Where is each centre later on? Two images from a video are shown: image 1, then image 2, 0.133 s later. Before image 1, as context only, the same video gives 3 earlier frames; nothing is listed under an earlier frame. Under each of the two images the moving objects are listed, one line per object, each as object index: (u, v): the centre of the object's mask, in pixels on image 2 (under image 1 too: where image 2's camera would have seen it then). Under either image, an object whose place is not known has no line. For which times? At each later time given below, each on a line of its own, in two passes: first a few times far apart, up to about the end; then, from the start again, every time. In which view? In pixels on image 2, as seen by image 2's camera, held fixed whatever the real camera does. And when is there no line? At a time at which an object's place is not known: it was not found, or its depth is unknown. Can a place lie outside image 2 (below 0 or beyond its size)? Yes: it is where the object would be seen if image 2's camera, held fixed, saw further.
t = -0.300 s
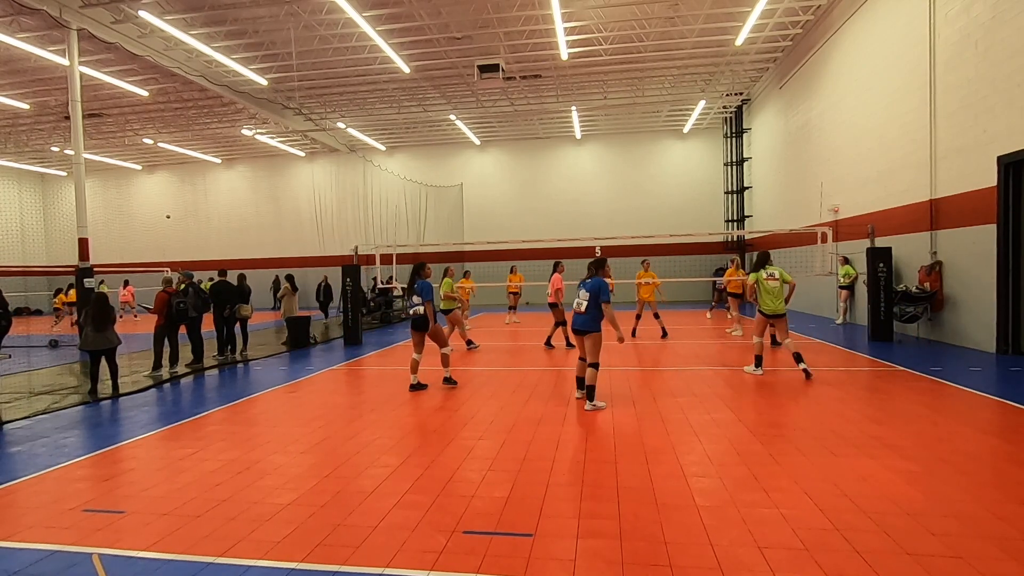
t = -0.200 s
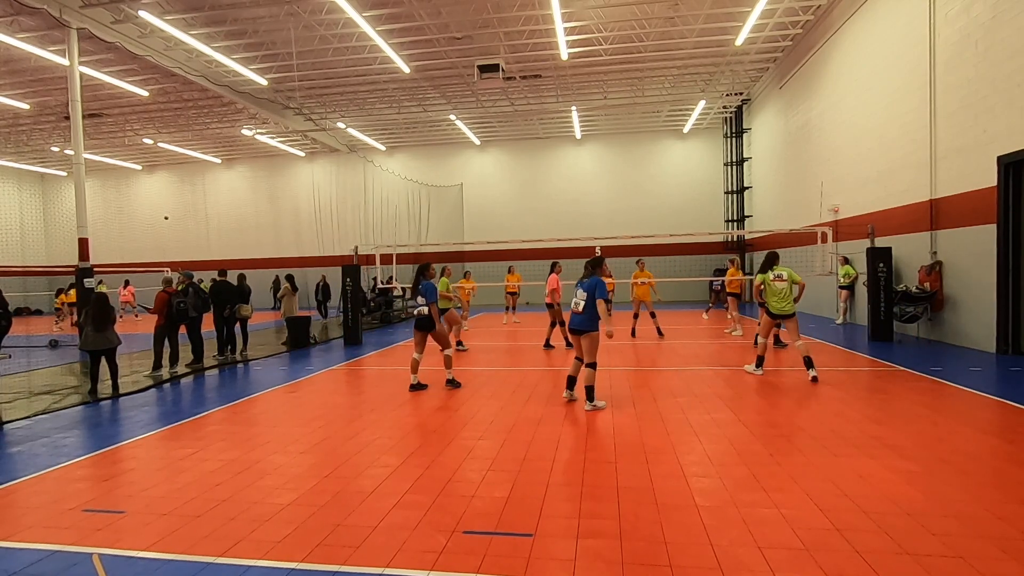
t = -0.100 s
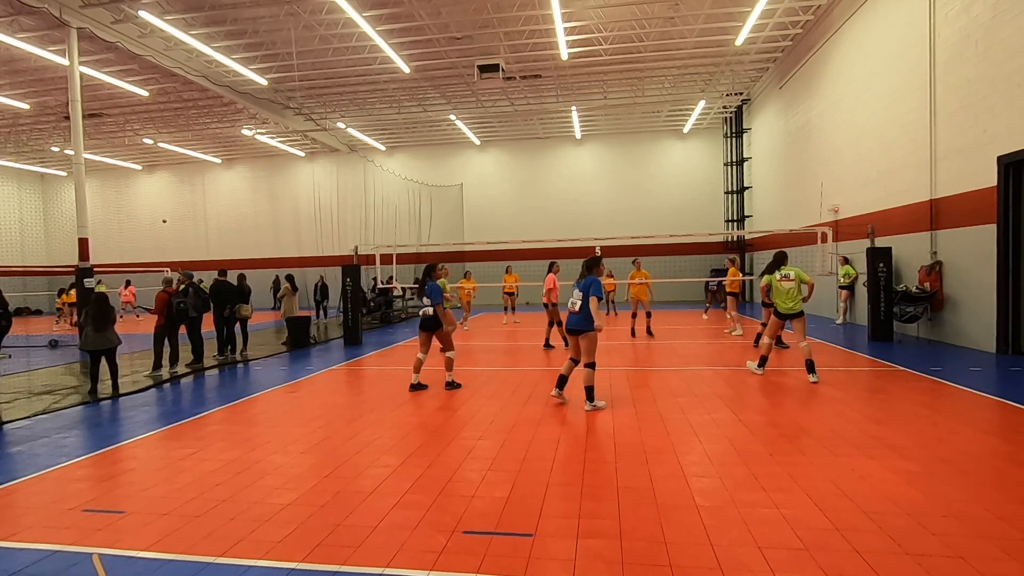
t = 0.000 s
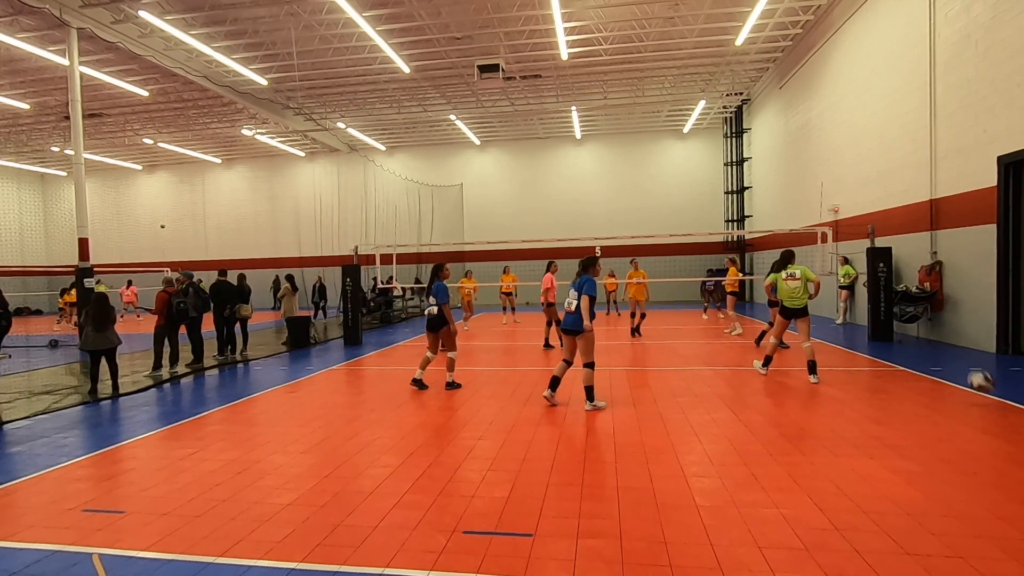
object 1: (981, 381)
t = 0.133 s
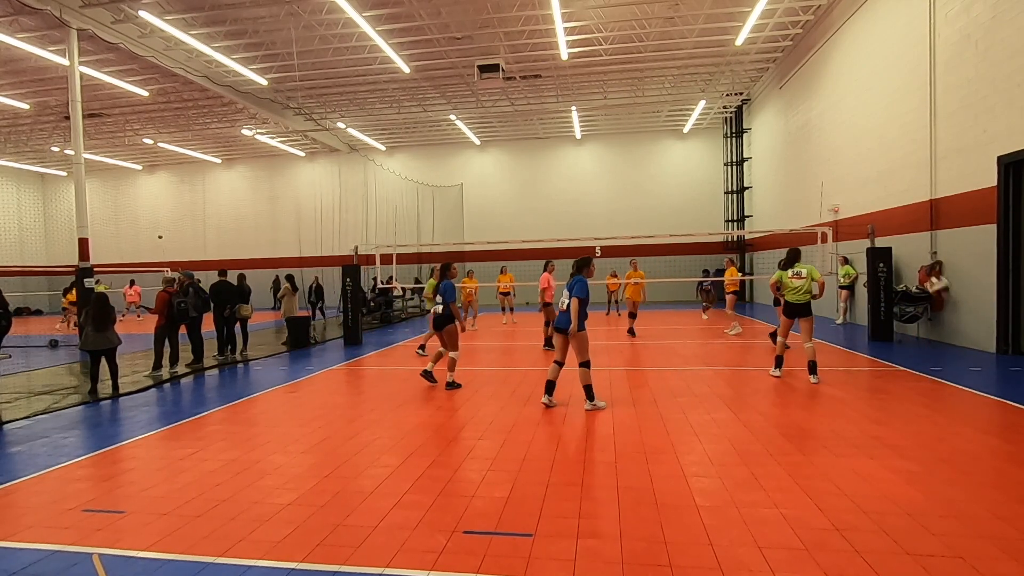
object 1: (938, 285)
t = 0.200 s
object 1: (920, 247)
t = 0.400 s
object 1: (860, 157)
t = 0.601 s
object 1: (807, 109)
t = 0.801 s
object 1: (757, 97)
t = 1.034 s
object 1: (704, 125)
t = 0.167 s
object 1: (927, 265)
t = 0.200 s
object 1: (920, 247)
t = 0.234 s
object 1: (909, 228)
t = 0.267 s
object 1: (899, 211)
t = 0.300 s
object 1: (889, 196)
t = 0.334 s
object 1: (880, 182)
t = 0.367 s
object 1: (870, 169)
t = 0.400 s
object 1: (860, 157)
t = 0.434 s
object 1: (852, 146)
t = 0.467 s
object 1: (842, 136)
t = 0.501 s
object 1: (833, 128)
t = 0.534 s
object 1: (824, 120)
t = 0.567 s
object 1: (815, 114)
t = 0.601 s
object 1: (807, 109)
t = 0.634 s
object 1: (798, 105)
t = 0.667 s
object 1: (789, 101)
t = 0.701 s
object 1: (781, 99)
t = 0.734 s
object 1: (773, 98)
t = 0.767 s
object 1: (764, 97)
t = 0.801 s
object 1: (757, 97)
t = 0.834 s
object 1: (749, 99)
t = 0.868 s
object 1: (741, 101)
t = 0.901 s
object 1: (733, 103)
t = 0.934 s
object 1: (725, 110)
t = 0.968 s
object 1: (719, 113)
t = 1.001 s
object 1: (711, 119)
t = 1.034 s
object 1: (704, 125)
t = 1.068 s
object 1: (698, 132)
